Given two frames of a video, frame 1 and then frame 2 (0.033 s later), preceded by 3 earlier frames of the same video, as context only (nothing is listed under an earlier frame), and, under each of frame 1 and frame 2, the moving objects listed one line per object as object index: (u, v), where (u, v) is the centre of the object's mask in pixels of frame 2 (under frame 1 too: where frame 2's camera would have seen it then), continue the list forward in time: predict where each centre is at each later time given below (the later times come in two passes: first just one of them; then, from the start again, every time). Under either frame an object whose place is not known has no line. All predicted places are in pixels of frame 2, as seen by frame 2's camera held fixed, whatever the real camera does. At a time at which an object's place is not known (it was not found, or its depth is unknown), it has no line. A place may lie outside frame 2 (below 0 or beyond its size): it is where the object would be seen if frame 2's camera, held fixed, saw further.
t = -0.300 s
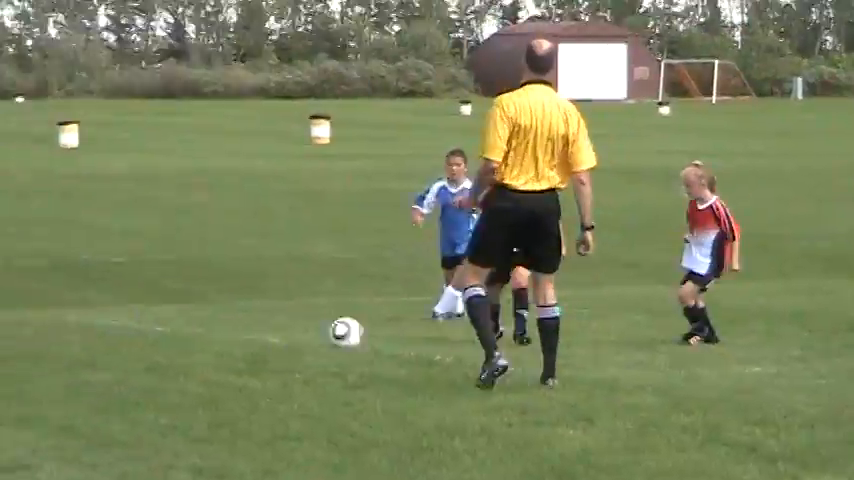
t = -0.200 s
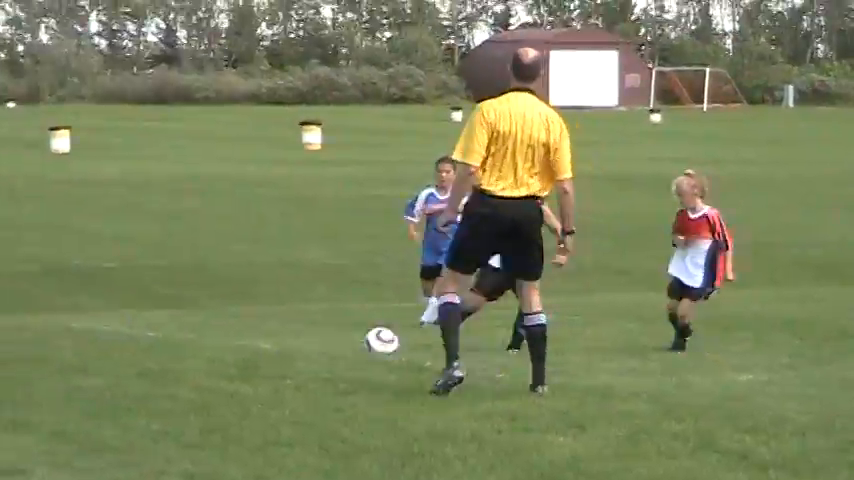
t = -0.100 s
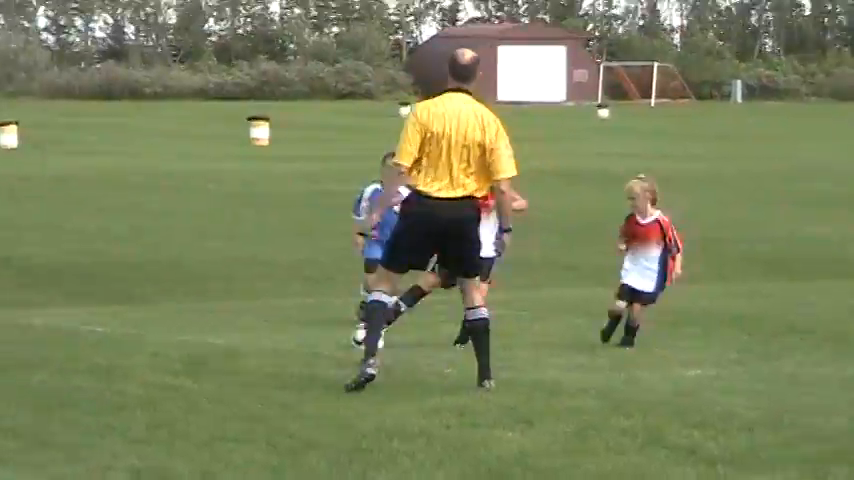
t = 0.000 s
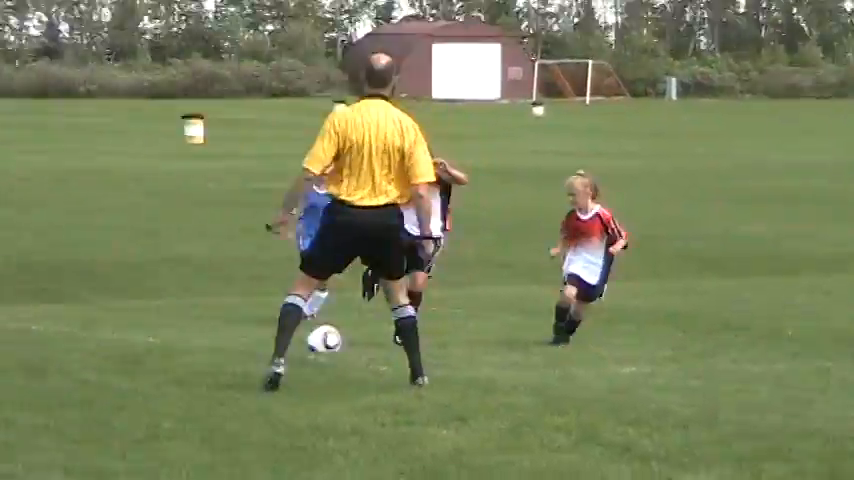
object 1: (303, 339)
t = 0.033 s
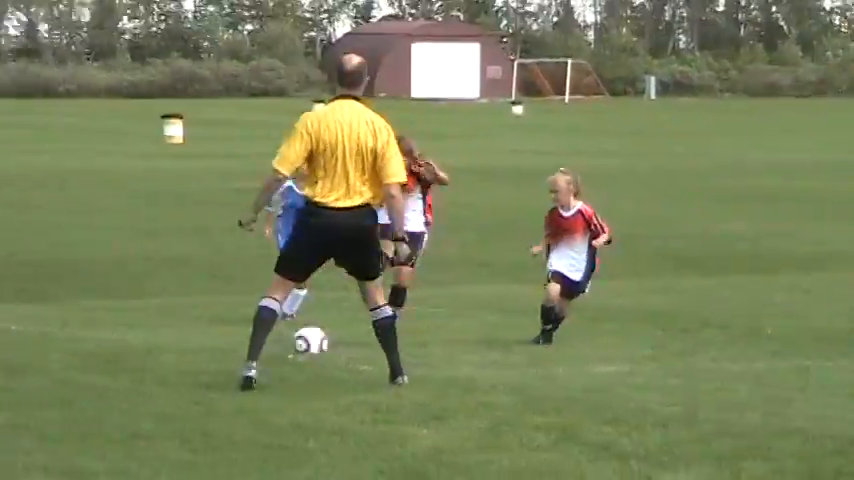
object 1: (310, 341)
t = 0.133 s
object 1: (330, 345)
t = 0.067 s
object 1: (316, 342)
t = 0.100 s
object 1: (324, 344)
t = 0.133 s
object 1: (330, 345)
